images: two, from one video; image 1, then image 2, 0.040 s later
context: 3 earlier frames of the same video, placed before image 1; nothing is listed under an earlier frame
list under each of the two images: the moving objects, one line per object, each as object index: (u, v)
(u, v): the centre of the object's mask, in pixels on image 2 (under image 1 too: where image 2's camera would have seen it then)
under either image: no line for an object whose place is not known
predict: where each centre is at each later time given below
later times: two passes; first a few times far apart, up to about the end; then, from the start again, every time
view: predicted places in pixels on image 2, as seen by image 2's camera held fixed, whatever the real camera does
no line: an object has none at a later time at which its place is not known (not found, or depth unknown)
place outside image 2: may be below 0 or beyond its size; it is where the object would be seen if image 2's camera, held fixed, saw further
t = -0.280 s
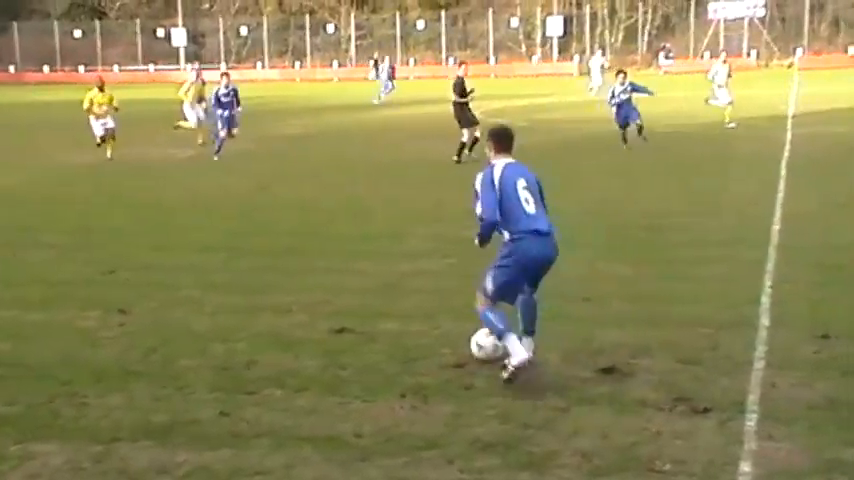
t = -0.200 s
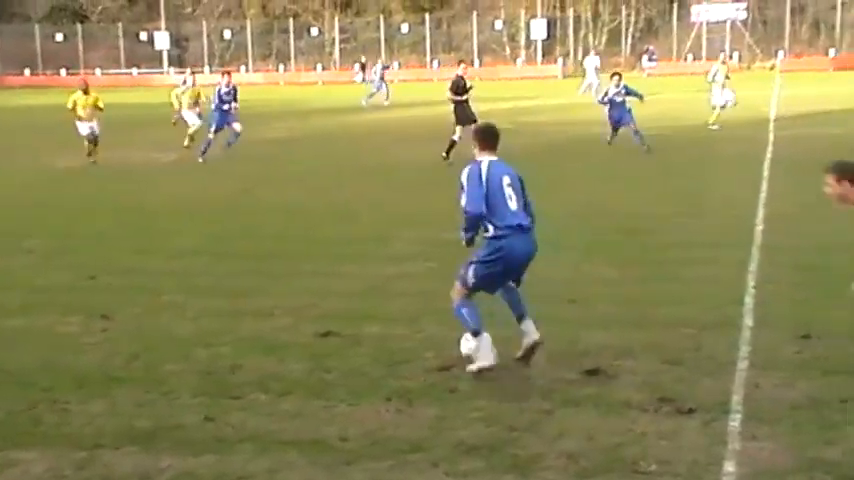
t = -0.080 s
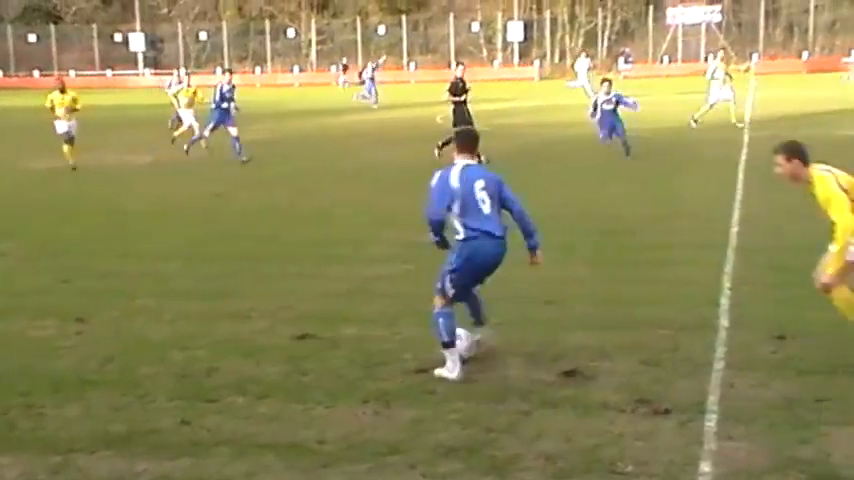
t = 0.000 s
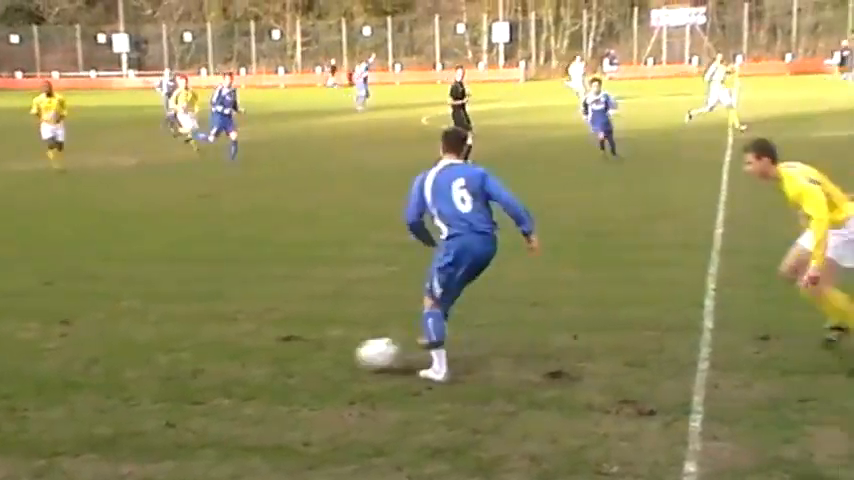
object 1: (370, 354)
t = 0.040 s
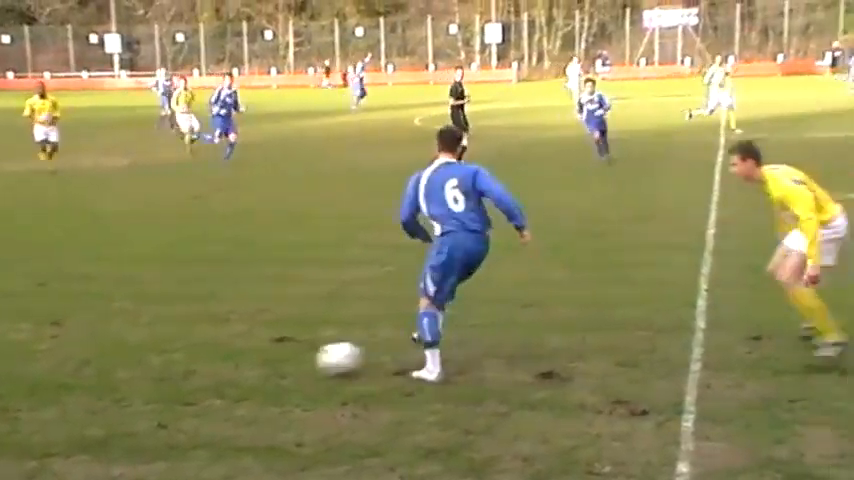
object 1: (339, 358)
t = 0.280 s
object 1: (165, 378)
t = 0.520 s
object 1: (24, 395)
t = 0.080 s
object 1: (308, 364)
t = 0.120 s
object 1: (281, 364)
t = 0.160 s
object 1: (250, 364)
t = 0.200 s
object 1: (221, 368)
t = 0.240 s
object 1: (190, 375)
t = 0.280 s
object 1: (165, 378)
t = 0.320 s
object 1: (141, 382)
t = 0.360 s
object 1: (116, 385)
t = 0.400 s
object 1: (93, 387)
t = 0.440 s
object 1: (69, 390)
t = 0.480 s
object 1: (45, 394)
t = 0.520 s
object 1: (24, 395)
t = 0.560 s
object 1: (3, 397)
